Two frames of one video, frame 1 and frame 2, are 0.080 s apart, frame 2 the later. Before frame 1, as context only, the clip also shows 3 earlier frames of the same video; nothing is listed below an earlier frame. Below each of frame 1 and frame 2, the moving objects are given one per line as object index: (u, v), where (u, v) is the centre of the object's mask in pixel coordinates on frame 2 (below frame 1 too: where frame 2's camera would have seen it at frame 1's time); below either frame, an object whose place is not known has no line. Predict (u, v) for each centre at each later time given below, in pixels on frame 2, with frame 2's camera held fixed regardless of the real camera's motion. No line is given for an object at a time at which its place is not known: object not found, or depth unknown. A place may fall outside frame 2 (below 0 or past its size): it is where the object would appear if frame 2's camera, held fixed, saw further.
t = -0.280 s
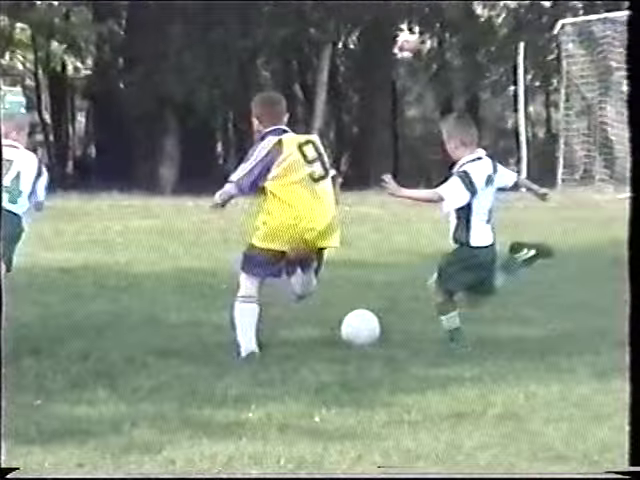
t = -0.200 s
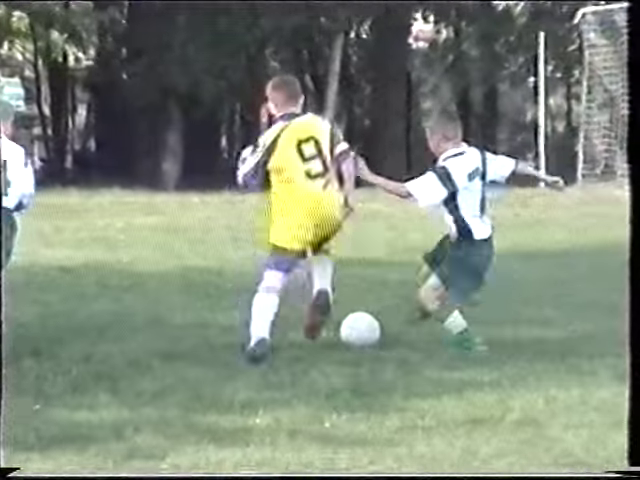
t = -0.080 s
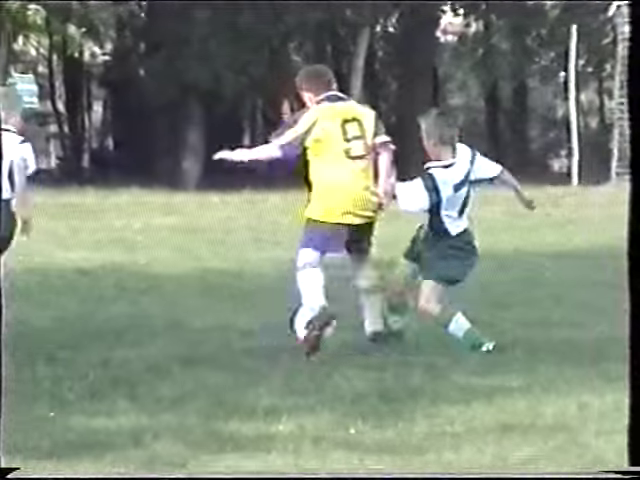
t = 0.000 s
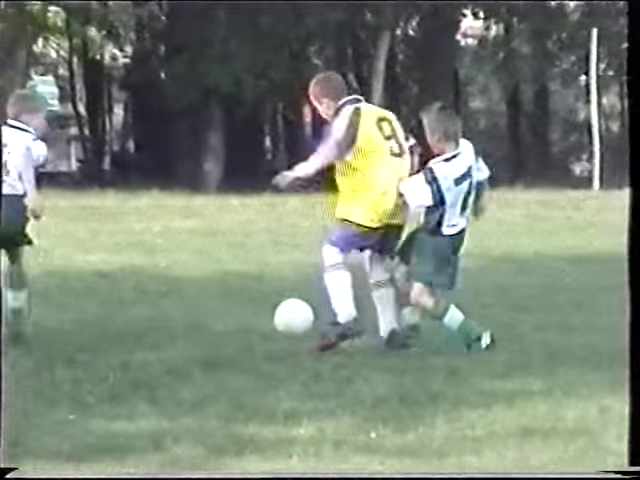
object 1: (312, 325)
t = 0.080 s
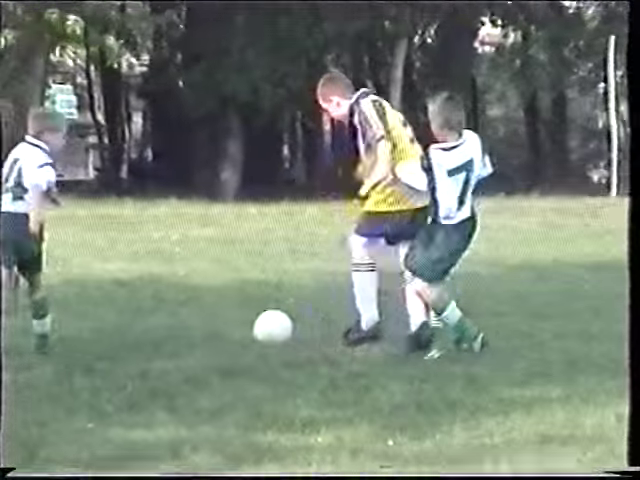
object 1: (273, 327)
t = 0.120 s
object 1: (256, 327)
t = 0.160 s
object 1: (239, 315)
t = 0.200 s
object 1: (222, 304)
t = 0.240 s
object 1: (207, 299)
